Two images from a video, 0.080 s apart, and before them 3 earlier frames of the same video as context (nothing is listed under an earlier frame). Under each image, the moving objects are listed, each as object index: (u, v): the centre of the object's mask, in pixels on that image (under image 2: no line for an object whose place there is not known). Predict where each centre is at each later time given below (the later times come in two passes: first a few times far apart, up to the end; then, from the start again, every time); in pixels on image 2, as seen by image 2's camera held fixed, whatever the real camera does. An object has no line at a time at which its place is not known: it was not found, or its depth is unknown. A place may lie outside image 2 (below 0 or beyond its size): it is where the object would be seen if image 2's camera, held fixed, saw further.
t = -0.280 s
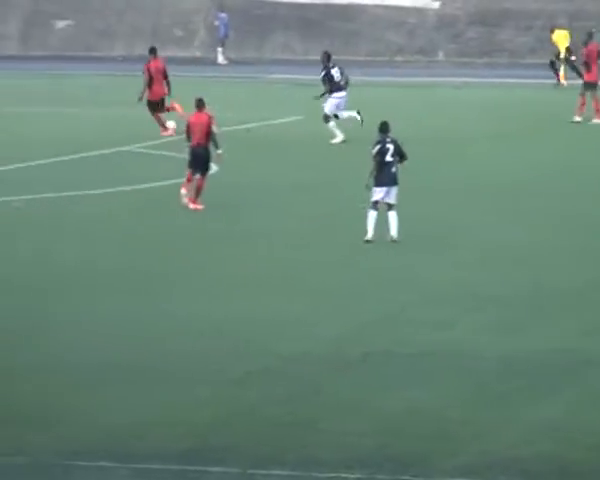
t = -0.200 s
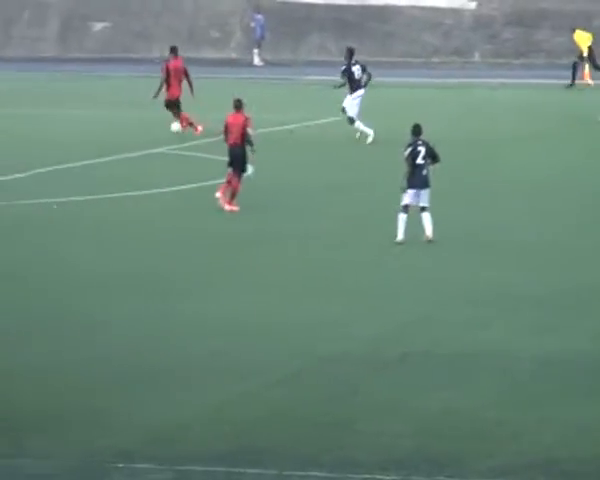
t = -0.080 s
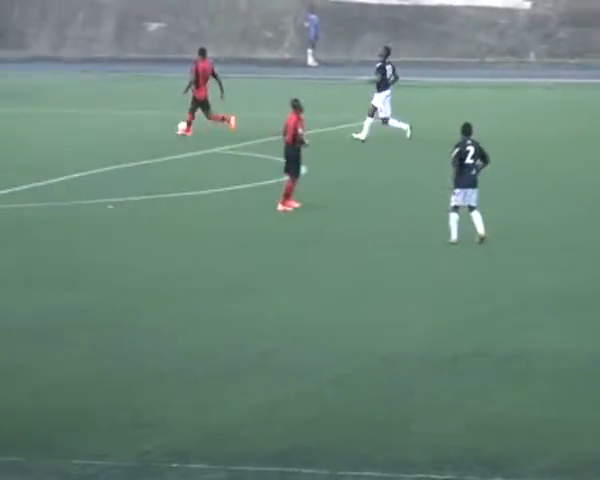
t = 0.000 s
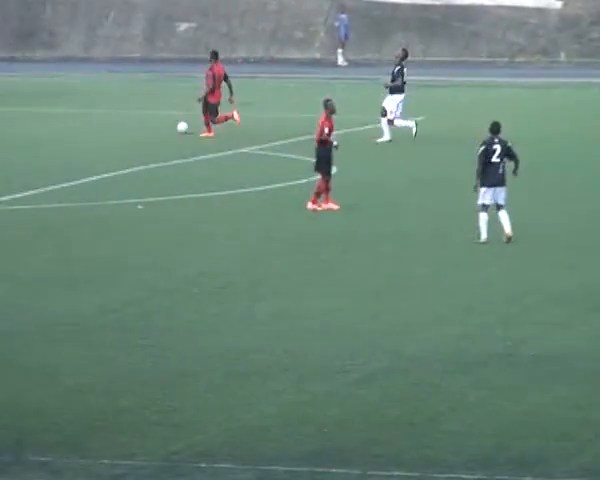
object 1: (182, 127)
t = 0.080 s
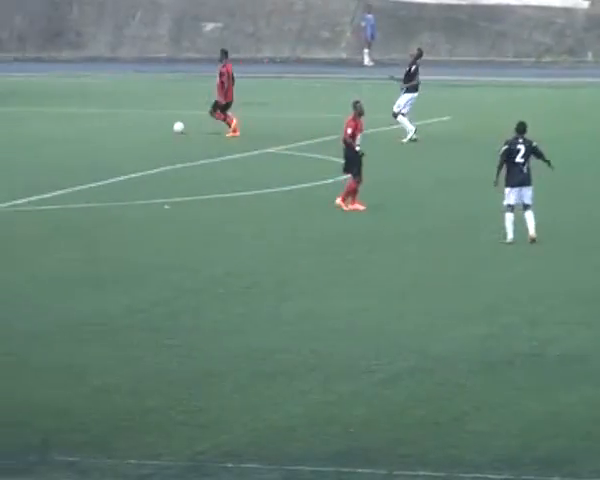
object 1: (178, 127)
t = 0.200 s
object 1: (135, 126)
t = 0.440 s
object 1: (48, 126)
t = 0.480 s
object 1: (34, 125)
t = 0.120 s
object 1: (164, 126)
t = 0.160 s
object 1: (149, 126)
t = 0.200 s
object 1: (135, 126)
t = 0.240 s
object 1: (120, 125)
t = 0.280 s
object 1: (106, 126)
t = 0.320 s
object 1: (92, 126)
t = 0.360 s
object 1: (77, 125)
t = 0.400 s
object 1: (63, 125)
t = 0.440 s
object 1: (48, 126)
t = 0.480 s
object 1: (34, 125)
